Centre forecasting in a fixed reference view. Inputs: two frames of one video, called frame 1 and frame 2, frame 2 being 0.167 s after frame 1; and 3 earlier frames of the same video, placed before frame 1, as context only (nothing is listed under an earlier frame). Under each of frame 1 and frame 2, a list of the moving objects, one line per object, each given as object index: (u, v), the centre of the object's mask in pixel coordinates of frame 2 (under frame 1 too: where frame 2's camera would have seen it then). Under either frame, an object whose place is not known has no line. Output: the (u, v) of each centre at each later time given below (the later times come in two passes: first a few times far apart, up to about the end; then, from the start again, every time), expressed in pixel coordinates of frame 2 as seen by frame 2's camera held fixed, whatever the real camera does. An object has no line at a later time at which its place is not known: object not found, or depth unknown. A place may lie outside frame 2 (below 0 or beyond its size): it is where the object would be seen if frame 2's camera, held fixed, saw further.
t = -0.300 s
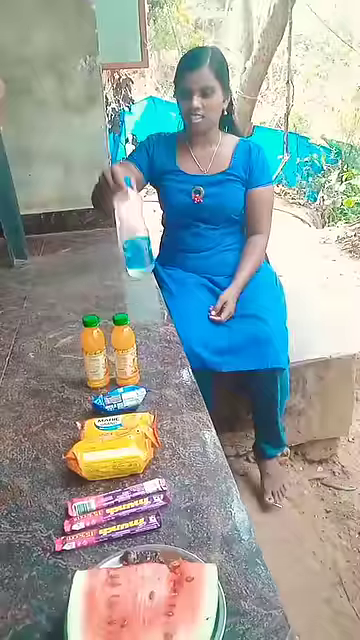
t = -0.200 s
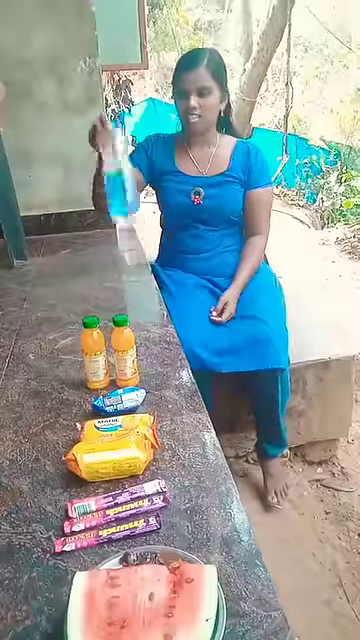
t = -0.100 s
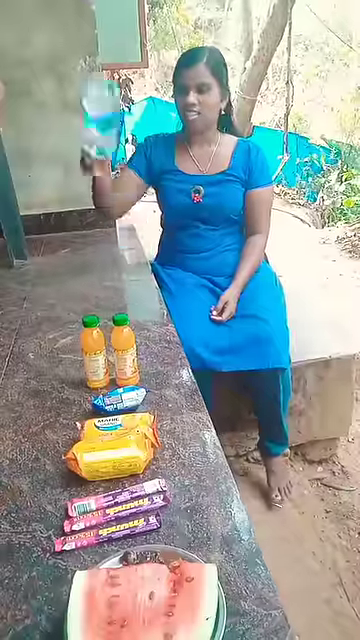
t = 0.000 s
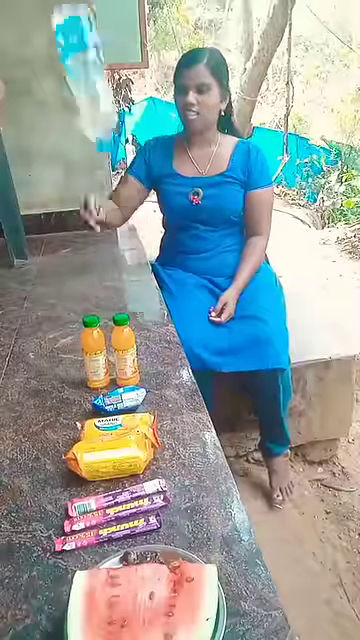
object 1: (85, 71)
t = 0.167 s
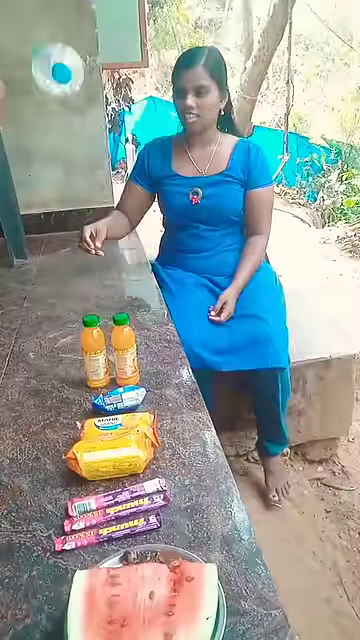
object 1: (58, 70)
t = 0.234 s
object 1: (53, 117)
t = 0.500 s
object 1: (51, 381)
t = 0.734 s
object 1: (41, 383)
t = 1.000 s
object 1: (53, 383)
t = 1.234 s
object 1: (54, 383)
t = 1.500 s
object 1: (52, 383)
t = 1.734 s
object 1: (50, 384)
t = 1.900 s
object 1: (48, 384)
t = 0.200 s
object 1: (54, 89)
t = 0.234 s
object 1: (53, 117)
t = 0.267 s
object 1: (52, 154)
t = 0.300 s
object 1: (52, 198)
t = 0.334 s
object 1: (53, 241)
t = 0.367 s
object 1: (54, 288)
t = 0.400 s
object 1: (54, 348)
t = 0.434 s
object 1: (59, 376)
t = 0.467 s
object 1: (55, 379)
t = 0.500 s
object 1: (51, 381)
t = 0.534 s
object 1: (47, 382)
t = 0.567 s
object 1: (44, 382)
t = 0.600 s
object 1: (42, 383)
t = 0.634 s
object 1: (41, 383)
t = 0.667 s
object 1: (40, 383)
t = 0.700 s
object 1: (40, 383)
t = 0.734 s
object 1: (41, 383)
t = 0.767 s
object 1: (42, 383)
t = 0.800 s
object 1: (44, 383)
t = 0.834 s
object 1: (46, 384)
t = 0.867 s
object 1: (49, 384)
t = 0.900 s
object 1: (50, 384)
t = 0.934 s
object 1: (51, 383)
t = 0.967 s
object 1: (52, 383)
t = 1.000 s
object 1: (53, 383)
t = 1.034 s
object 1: (55, 383)
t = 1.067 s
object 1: (55, 383)
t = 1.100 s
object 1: (55, 383)
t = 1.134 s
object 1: (55, 383)
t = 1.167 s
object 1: (54, 382)
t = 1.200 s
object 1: (54, 382)
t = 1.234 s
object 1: (54, 383)
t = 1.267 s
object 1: (55, 383)
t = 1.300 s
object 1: (54, 382)
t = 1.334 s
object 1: (53, 383)
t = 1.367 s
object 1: (52, 383)
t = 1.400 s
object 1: (52, 383)
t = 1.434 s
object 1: (51, 383)
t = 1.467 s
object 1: (52, 383)
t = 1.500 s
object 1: (52, 383)
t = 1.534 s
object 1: (52, 383)
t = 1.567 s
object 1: (51, 383)
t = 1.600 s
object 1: (50, 383)
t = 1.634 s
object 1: (50, 383)
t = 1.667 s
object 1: (50, 383)
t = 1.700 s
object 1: (50, 384)
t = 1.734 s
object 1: (50, 384)
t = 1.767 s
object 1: (49, 384)
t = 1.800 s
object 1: (48, 384)
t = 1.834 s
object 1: (47, 384)
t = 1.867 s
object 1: (48, 384)
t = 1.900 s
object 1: (48, 384)
